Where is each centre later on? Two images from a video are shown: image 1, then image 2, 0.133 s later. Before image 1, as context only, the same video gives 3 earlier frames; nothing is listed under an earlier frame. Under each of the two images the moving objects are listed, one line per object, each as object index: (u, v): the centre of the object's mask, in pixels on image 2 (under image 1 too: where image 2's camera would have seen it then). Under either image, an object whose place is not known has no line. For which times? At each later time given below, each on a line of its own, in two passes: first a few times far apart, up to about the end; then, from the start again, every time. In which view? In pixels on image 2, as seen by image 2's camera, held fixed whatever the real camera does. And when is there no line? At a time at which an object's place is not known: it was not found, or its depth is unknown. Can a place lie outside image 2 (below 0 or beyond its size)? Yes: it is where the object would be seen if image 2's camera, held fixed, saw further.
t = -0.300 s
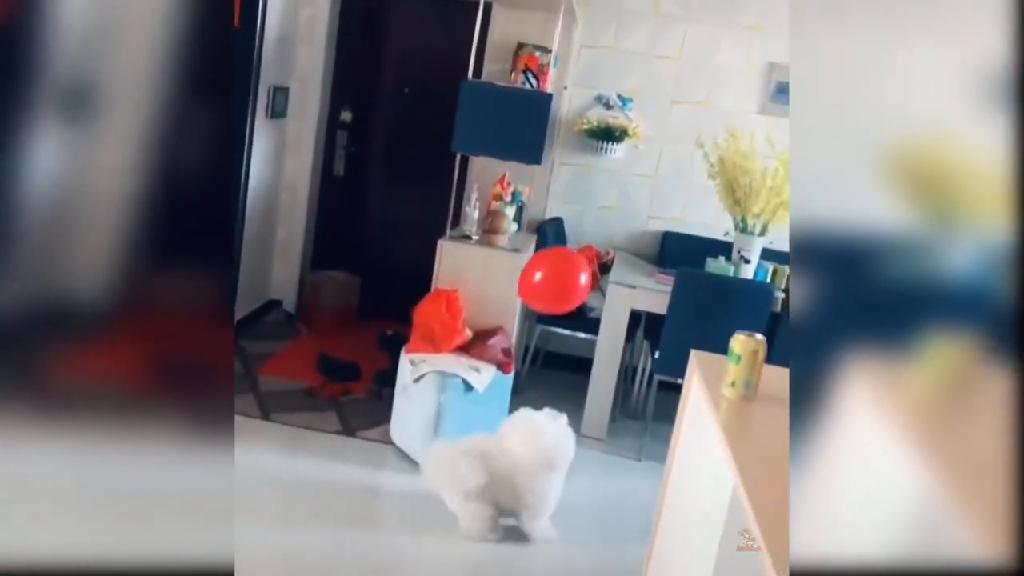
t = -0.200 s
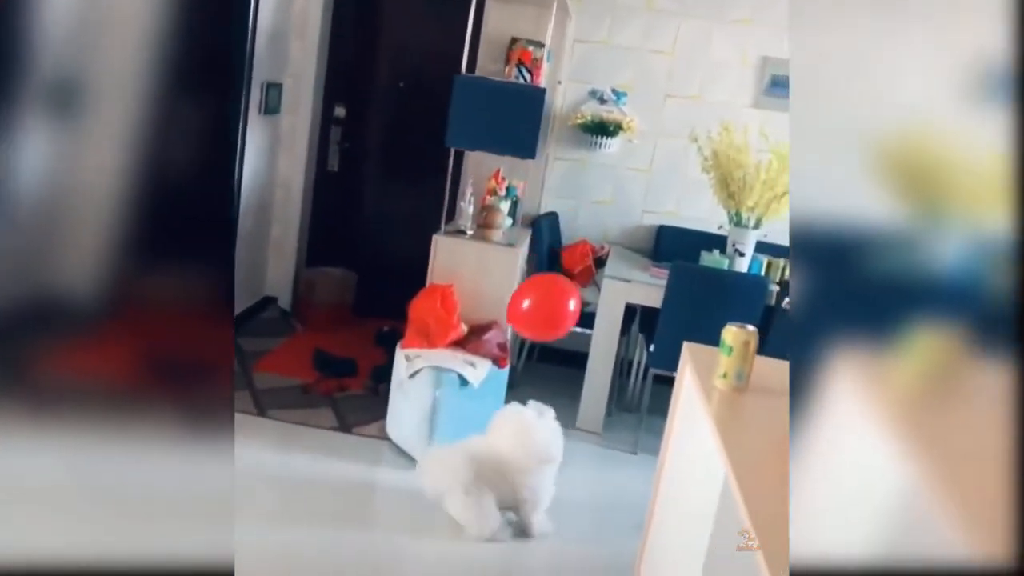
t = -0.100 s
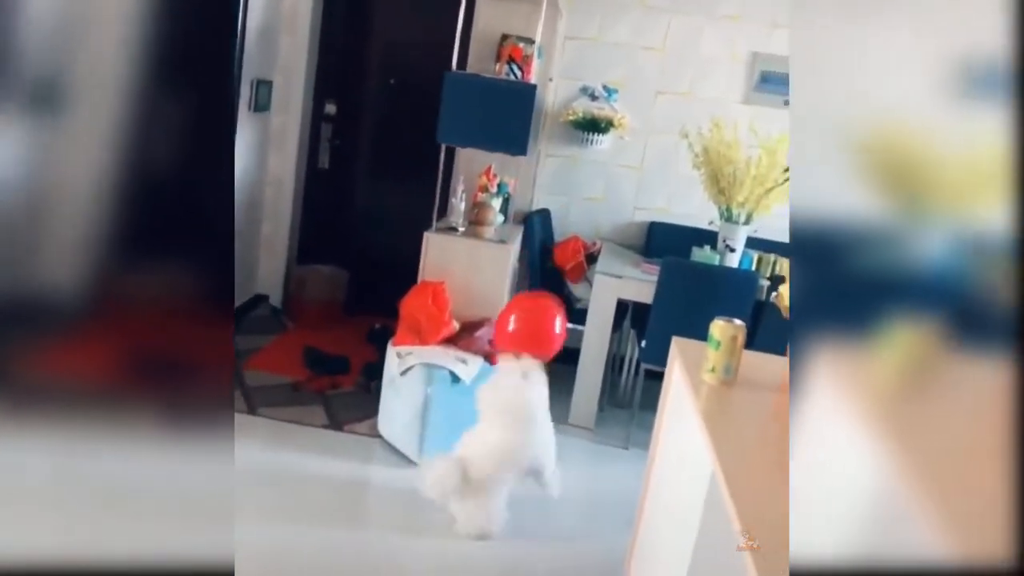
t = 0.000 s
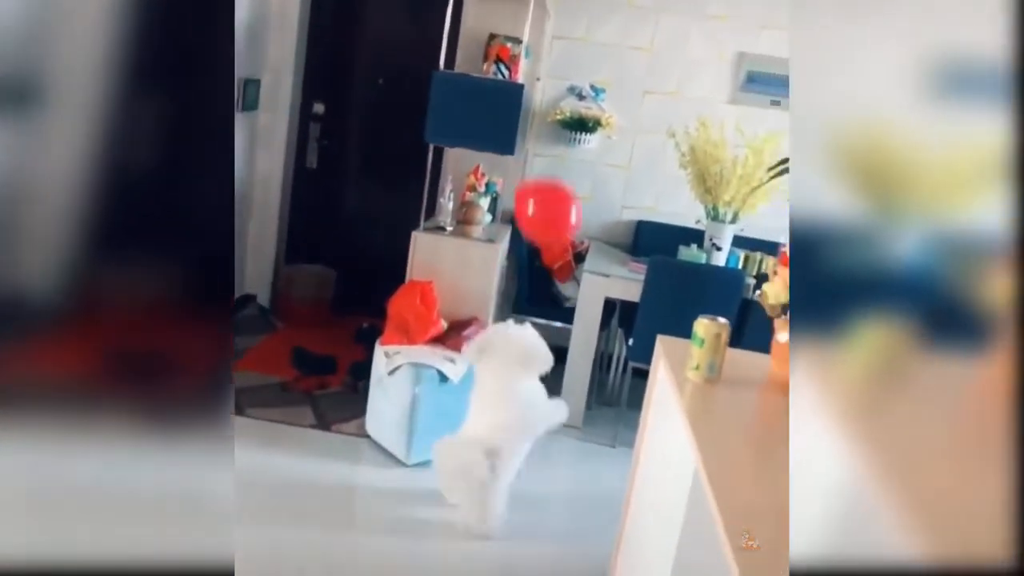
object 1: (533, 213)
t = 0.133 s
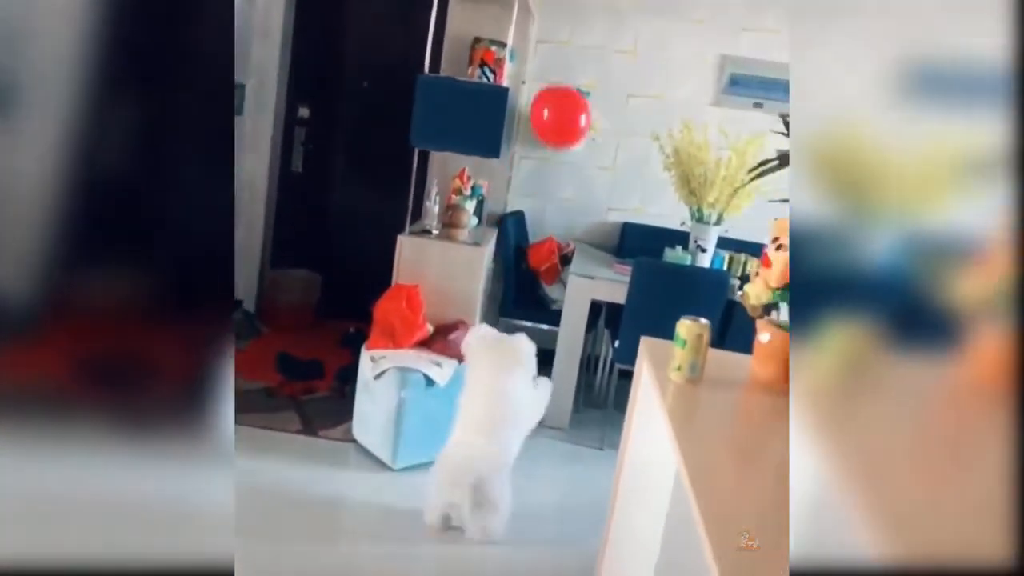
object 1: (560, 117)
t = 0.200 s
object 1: (571, 89)
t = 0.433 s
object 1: (605, 47)
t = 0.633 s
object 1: (620, 51)
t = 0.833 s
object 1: (623, 71)
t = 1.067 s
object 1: (621, 111)
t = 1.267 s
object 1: (616, 159)
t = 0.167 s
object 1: (566, 102)
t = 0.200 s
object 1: (571, 89)
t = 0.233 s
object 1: (577, 78)
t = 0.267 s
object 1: (582, 69)
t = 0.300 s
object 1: (587, 62)
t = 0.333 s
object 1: (592, 57)
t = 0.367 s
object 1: (597, 52)
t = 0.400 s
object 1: (601, 49)
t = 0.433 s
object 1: (605, 47)
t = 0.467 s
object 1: (609, 45)
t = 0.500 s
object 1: (612, 45)
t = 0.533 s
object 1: (614, 46)
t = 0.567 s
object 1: (616, 48)
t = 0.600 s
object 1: (618, 49)
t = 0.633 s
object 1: (620, 51)
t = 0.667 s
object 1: (621, 53)
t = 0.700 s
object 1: (622, 56)
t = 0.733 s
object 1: (623, 59)
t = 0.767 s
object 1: (623, 62)
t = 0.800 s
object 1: (623, 66)
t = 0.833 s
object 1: (623, 71)
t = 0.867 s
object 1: (623, 75)
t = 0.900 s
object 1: (623, 80)
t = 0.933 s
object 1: (623, 86)
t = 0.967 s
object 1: (622, 91)
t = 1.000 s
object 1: (622, 97)
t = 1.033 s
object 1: (621, 104)
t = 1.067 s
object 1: (621, 111)
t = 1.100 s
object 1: (620, 118)
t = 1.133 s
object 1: (620, 125)
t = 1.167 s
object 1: (619, 133)
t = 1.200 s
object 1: (618, 141)
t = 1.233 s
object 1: (617, 150)
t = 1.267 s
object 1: (616, 159)
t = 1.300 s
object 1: (615, 168)
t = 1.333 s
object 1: (615, 178)
